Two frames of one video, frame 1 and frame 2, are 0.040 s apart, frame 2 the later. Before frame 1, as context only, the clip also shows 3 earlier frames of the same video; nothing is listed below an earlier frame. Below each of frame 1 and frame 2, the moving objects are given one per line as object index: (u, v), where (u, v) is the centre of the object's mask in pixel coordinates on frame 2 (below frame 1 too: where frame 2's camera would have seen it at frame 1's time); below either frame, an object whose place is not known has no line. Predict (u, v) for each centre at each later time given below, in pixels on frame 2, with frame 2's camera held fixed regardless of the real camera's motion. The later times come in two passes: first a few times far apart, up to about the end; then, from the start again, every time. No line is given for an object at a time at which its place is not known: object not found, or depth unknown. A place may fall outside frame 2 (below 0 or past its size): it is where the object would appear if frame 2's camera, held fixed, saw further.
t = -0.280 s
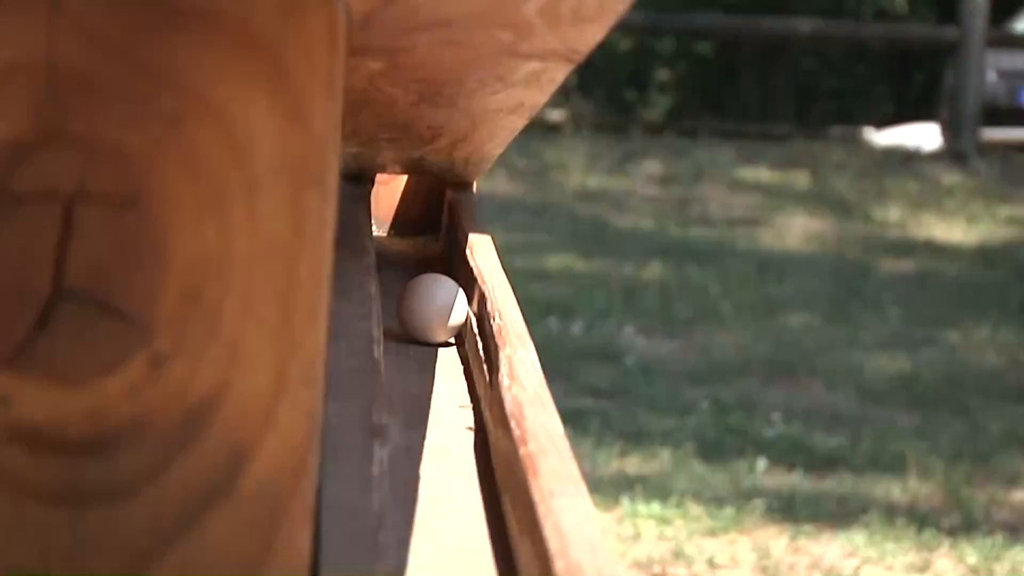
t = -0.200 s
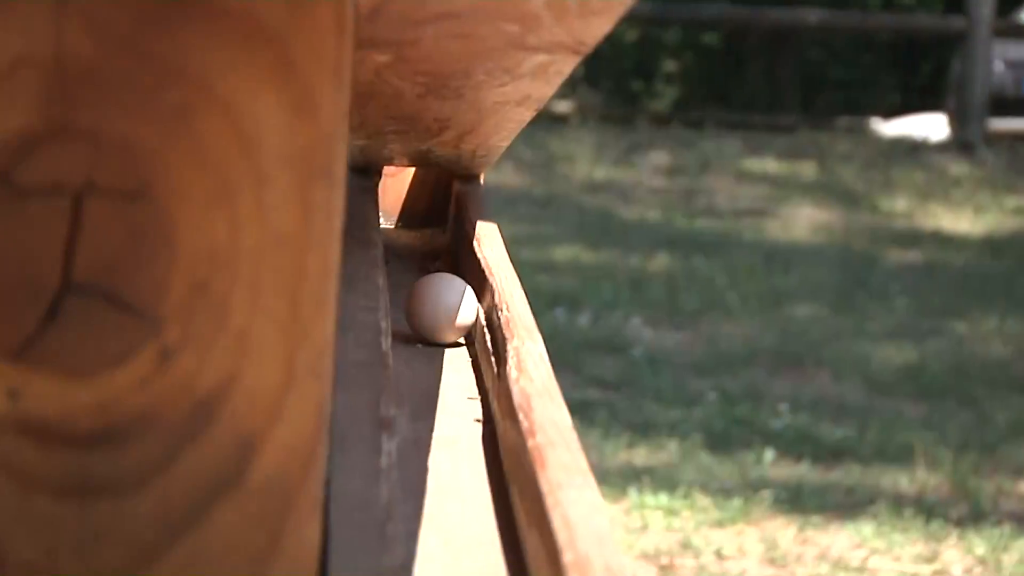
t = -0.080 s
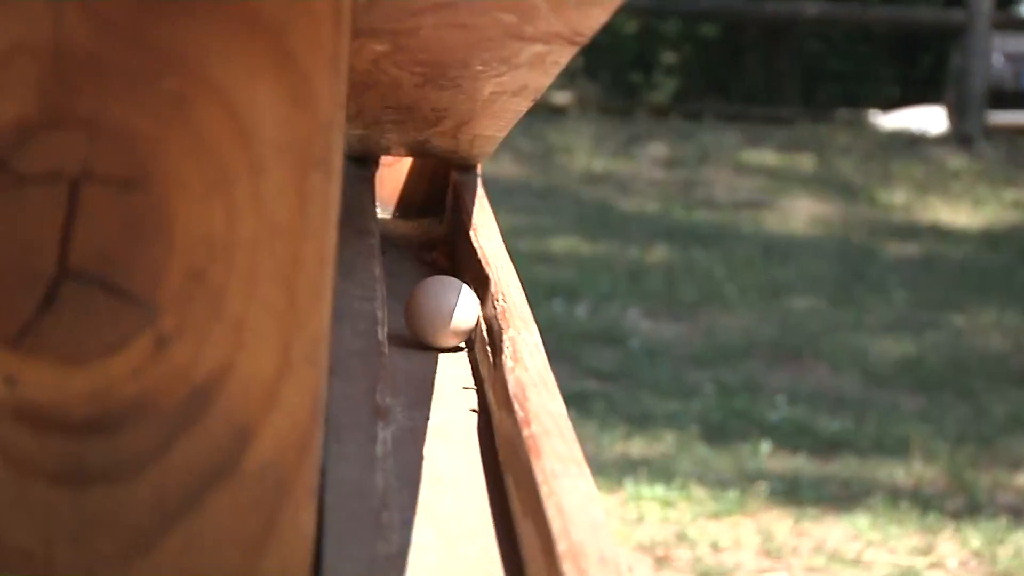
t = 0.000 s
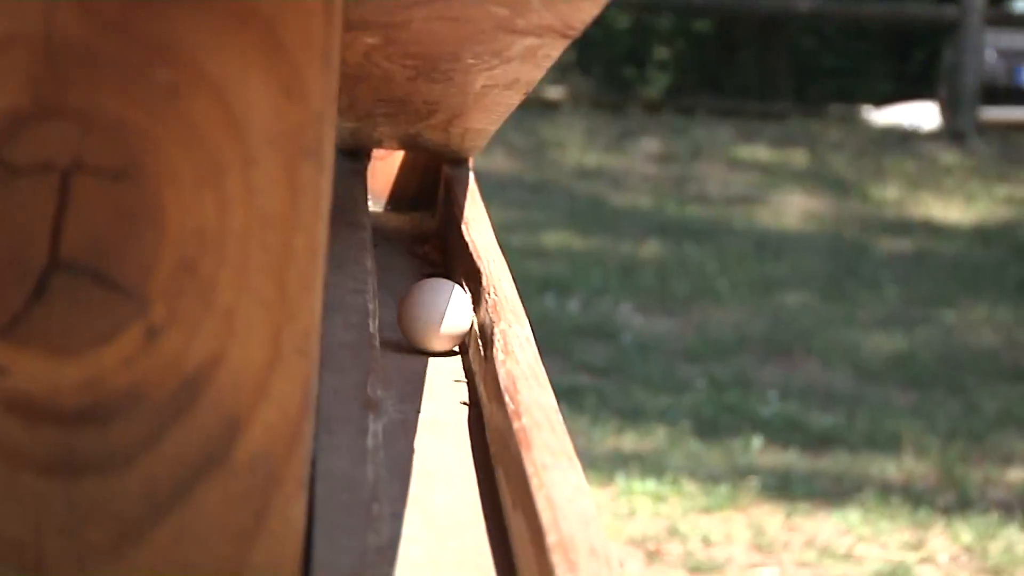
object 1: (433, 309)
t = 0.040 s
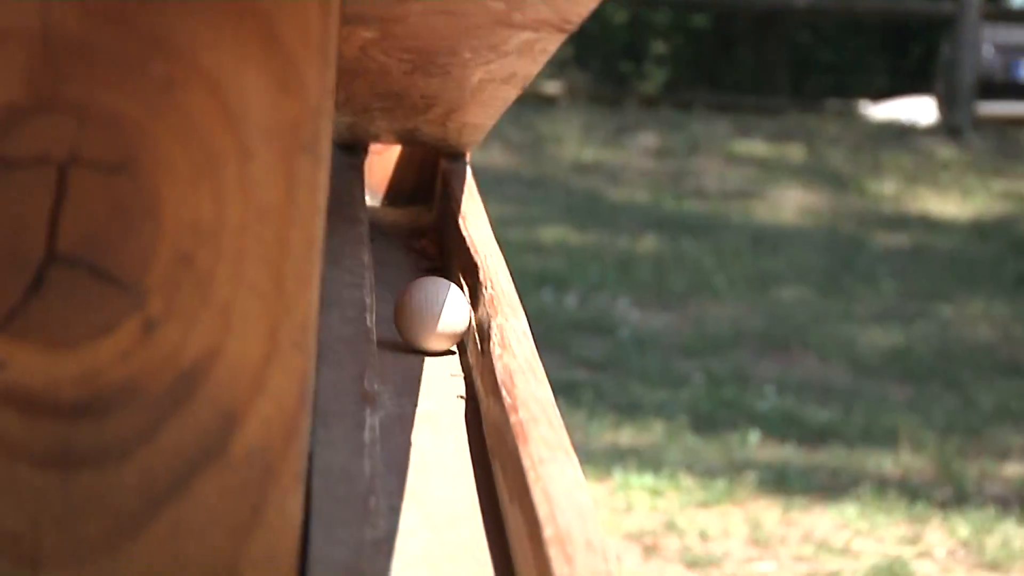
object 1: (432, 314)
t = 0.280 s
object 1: (438, 352)
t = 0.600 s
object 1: (442, 424)
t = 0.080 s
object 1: (432, 320)
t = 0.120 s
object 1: (432, 325)
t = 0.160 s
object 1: (433, 331)
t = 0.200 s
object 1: (434, 338)
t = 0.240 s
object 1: (436, 345)
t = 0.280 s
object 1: (438, 352)
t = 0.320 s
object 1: (441, 359)
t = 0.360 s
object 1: (441, 368)
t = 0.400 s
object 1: (439, 376)
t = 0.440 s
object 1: (437, 384)
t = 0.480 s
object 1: (437, 392)
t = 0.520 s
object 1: (438, 402)
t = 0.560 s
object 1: (440, 414)
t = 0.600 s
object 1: (442, 424)
